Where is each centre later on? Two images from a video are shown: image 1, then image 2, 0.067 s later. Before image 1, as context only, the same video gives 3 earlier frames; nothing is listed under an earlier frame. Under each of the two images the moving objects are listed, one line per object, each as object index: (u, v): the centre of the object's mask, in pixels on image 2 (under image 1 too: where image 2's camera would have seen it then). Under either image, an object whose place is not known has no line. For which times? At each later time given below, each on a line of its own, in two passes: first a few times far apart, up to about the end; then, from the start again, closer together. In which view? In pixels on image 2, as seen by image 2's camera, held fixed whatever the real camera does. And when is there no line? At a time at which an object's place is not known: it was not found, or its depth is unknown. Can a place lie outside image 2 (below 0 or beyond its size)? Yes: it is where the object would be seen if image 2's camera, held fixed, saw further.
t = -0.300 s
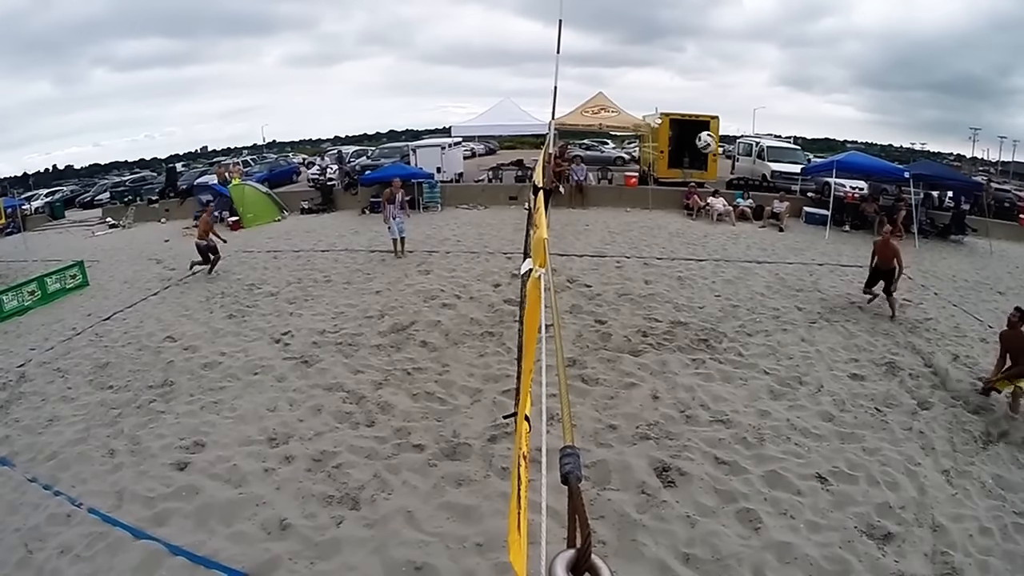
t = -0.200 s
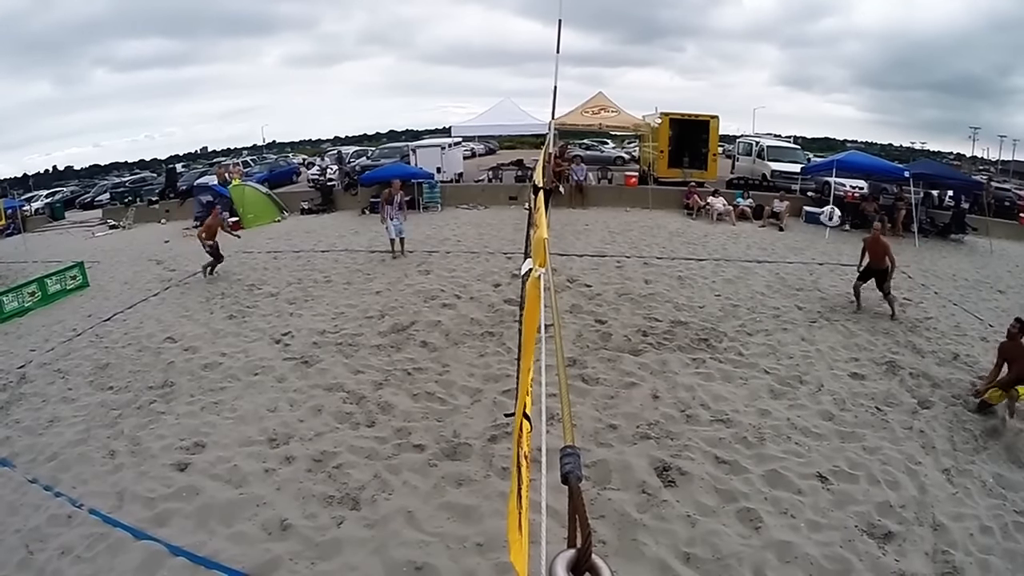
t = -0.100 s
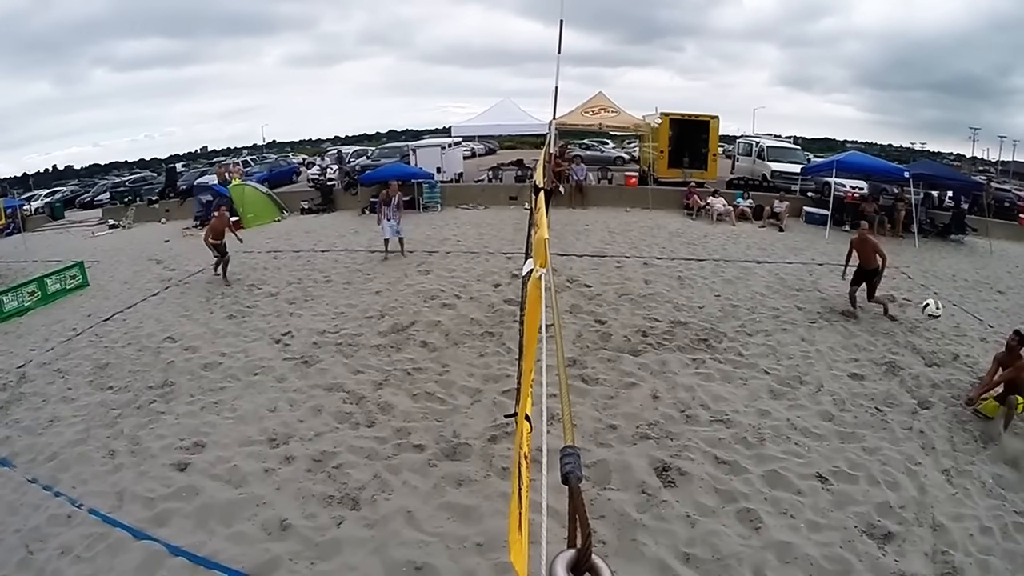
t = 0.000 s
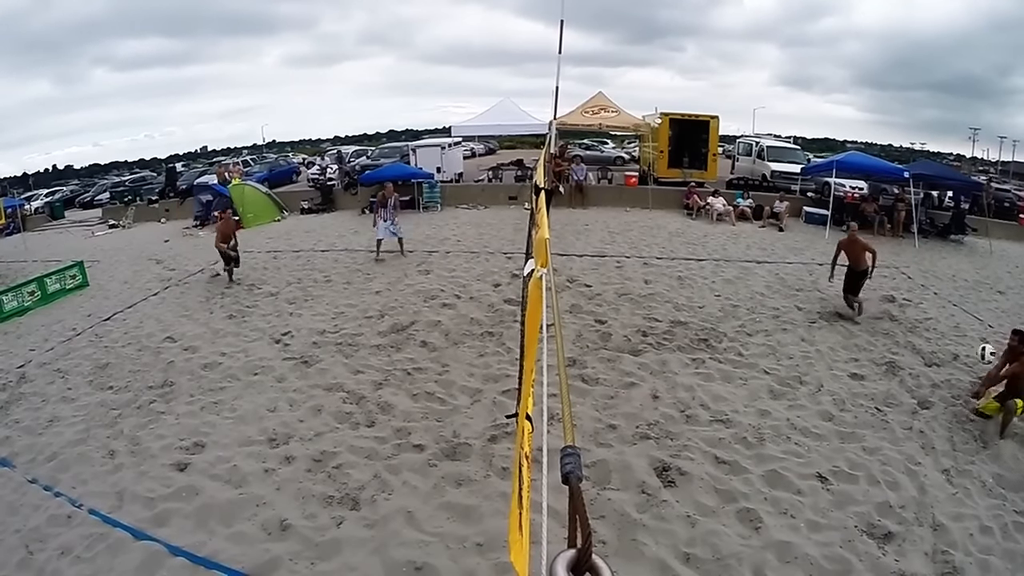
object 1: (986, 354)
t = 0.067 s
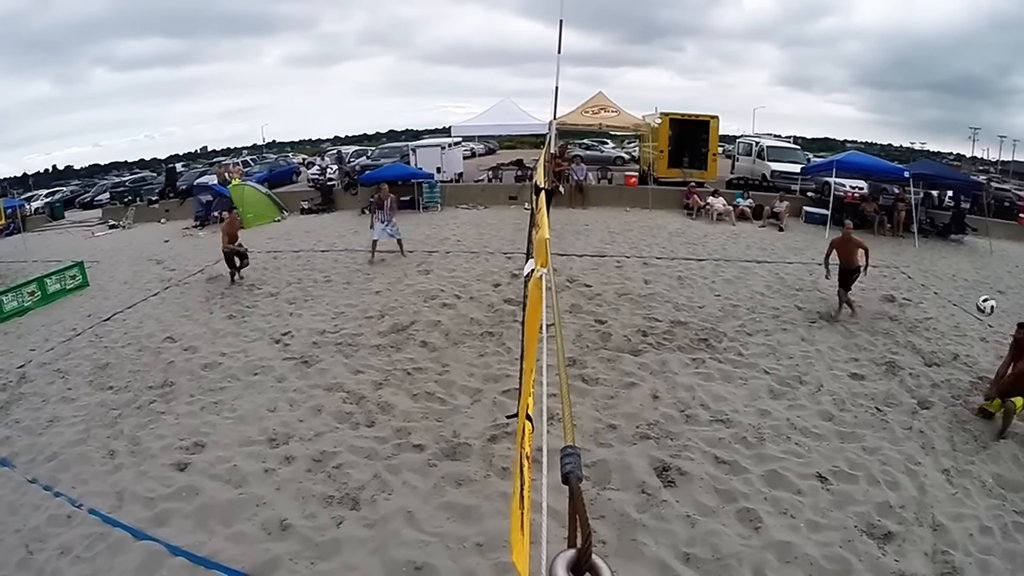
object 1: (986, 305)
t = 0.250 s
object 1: (970, 190)
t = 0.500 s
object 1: (928, 86)
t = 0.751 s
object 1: (880, 48)
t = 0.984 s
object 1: (835, 67)
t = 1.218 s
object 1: (789, 133)
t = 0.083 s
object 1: (985, 294)
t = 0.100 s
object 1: (984, 282)
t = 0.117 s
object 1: (983, 271)
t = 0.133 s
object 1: (982, 260)
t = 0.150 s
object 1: (981, 249)
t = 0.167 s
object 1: (979, 239)
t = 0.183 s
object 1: (977, 228)
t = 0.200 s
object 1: (976, 219)
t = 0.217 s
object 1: (974, 208)
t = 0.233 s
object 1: (972, 199)
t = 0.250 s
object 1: (970, 190)
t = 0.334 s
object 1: (957, 147)
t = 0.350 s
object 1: (955, 139)
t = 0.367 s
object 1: (953, 132)
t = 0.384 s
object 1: (949, 125)
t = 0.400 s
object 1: (946, 119)
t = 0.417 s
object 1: (943, 113)
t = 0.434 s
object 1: (940, 107)
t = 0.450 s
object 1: (937, 101)
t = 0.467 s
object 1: (934, 96)
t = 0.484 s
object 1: (931, 91)
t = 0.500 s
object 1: (928, 86)
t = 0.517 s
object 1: (925, 81)
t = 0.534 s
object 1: (922, 77)
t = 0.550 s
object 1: (919, 73)
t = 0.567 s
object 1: (915, 70)
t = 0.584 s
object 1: (912, 66)
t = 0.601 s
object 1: (909, 63)
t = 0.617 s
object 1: (906, 61)
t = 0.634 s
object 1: (903, 58)
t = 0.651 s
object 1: (900, 56)
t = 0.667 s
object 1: (896, 54)
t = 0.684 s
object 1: (893, 51)
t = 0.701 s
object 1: (890, 50)
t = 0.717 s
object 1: (887, 49)
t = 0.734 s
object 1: (883, 49)
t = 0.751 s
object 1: (880, 48)
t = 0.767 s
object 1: (877, 47)
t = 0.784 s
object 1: (874, 47)
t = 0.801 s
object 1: (871, 47)
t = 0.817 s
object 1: (868, 48)
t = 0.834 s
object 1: (864, 49)
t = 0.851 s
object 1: (861, 50)
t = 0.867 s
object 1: (858, 51)
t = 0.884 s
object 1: (855, 52)
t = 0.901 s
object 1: (851, 54)
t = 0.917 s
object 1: (848, 56)
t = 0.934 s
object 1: (845, 58)
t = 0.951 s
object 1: (842, 61)
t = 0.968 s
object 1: (839, 64)
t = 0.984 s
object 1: (835, 67)
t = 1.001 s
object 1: (832, 70)
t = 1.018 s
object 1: (829, 73)
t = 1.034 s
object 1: (826, 77)
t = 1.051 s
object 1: (822, 81)
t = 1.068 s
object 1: (819, 85)
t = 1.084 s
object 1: (816, 89)
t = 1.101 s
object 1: (813, 94)
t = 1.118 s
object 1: (810, 99)
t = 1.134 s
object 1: (806, 104)
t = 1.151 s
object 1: (803, 110)
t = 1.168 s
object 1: (799, 115)
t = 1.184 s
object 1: (796, 121)
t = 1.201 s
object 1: (792, 127)
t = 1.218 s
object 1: (789, 133)
